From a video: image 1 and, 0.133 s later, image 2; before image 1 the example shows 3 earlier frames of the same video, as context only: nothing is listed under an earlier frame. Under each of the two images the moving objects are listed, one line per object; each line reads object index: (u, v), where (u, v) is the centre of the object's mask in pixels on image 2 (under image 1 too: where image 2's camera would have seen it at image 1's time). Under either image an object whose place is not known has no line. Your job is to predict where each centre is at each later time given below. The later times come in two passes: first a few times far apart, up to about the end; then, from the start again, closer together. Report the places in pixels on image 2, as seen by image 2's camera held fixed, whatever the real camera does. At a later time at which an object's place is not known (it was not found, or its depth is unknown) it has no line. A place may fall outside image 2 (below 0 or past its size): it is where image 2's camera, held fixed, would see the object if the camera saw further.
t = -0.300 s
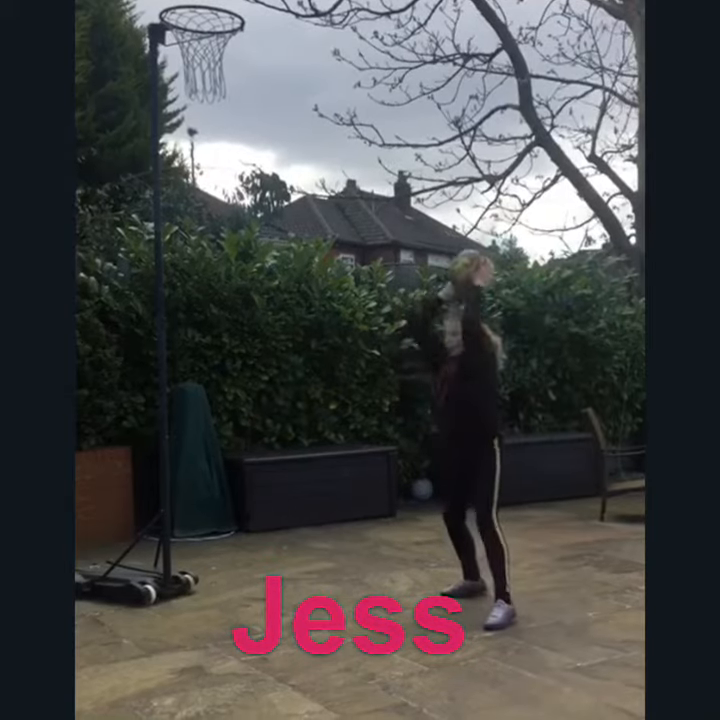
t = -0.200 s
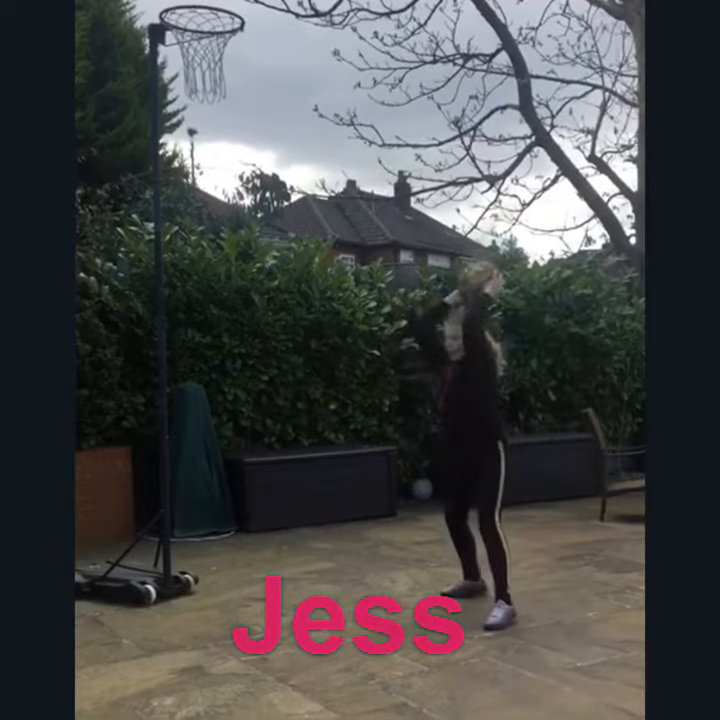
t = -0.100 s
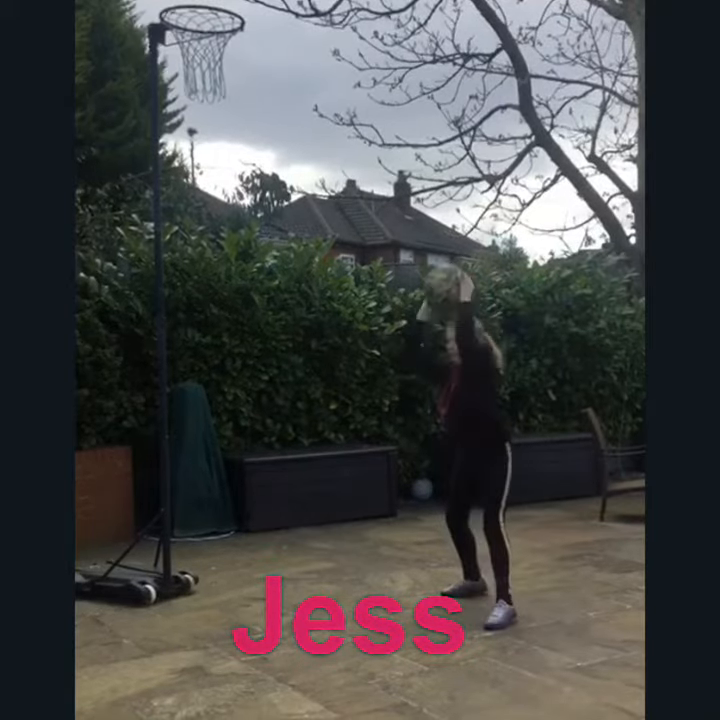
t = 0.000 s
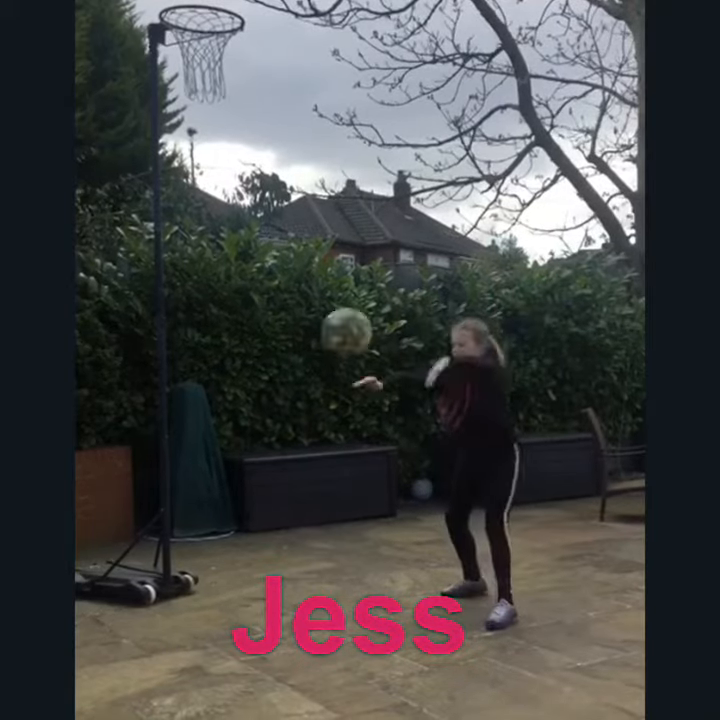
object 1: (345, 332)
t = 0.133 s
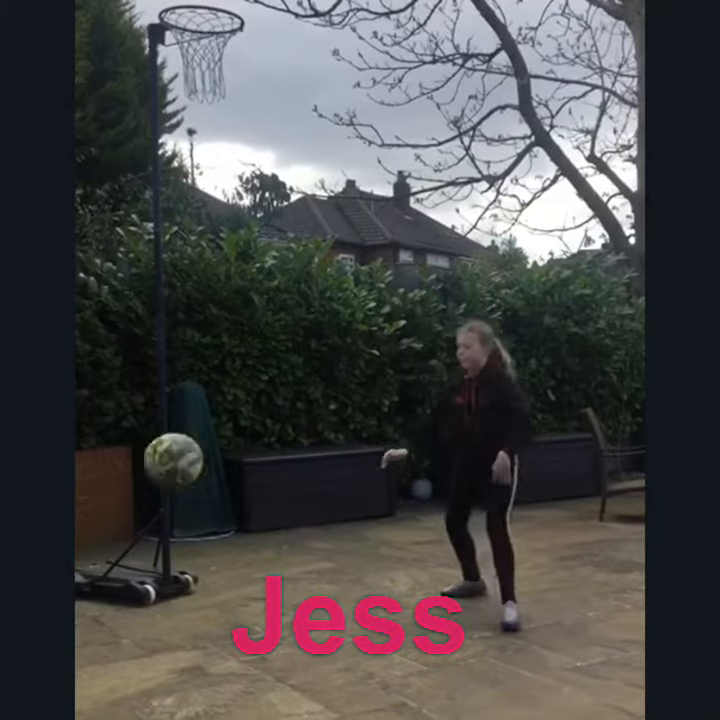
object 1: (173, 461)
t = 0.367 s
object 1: (90, 546)
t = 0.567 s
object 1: (316, 362)
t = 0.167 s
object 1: (123, 504)
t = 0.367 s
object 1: (90, 546)
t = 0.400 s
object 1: (121, 505)
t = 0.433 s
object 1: (161, 472)
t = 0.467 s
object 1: (201, 439)
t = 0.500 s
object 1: (240, 411)
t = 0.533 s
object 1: (278, 385)
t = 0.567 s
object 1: (316, 362)
